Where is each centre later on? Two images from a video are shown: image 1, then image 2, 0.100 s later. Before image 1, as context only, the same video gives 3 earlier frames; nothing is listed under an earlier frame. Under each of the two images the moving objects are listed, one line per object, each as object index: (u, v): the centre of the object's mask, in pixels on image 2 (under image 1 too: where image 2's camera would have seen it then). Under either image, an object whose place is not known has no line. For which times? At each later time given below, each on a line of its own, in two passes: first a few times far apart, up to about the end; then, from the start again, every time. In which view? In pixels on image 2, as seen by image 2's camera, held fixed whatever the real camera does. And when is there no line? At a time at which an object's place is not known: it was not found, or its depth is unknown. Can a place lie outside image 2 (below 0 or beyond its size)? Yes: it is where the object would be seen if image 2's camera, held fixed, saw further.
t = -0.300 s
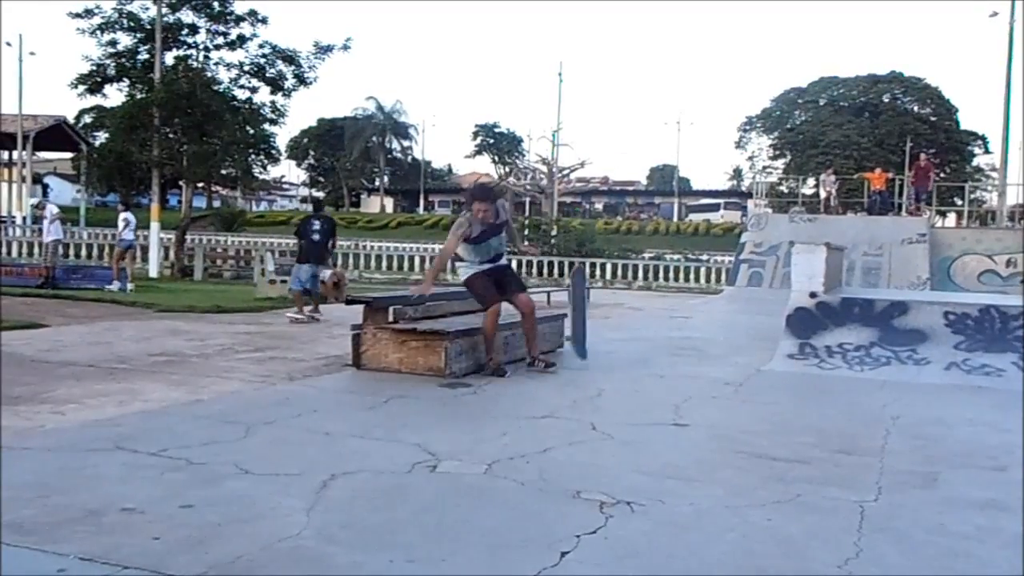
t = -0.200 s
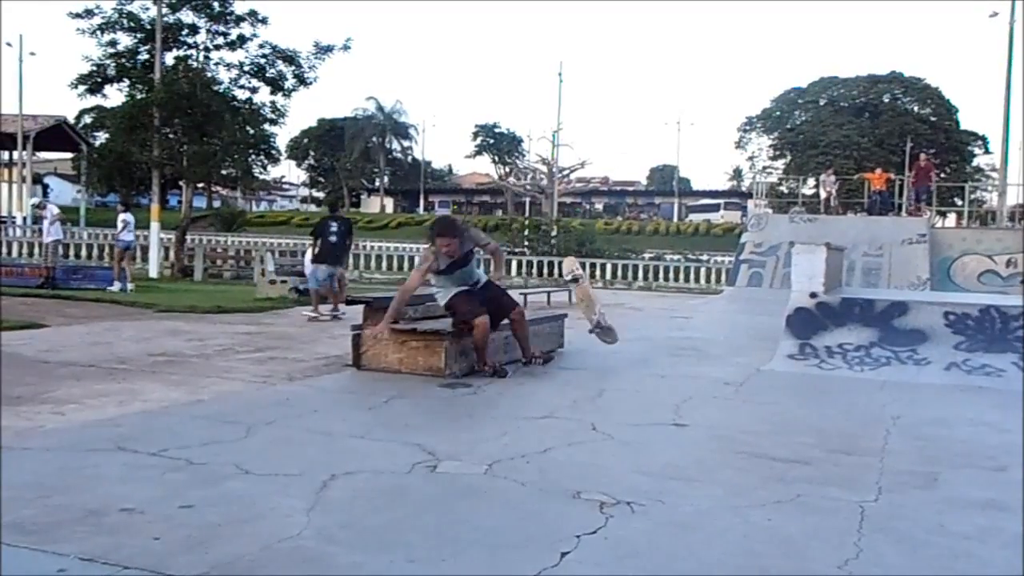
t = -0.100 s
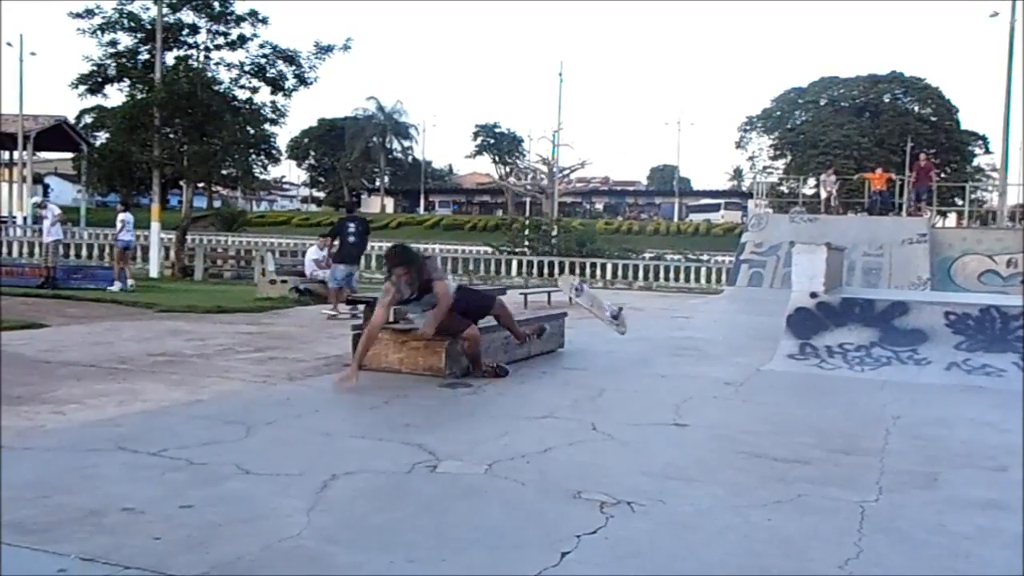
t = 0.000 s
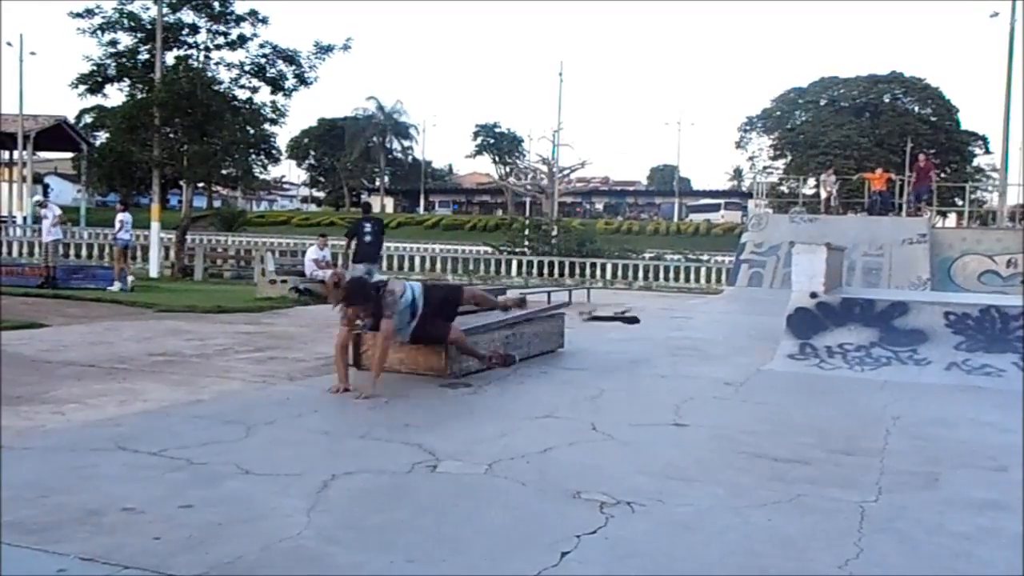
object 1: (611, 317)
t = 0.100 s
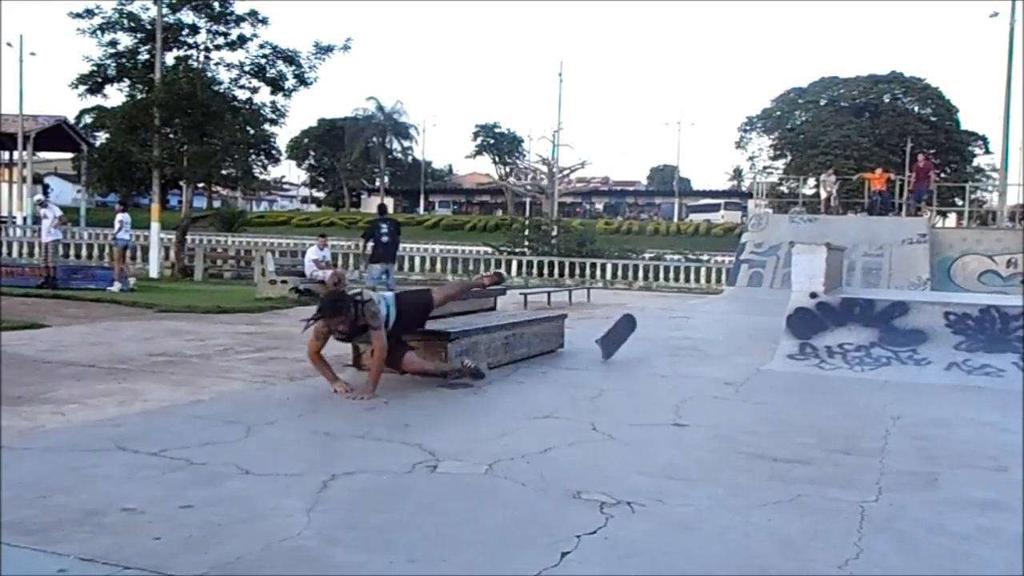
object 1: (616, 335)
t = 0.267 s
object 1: (625, 344)
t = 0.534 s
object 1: (640, 345)
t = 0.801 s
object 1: (658, 343)
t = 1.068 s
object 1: (676, 342)
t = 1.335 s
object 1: (693, 340)
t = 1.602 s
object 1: (709, 338)
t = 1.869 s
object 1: (725, 337)
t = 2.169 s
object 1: (741, 336)
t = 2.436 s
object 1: (754, 335)
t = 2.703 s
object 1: (762, 334)
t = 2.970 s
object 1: (767, 334)
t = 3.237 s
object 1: (768, 334)
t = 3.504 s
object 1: (767, 334)
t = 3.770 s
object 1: (767, 334)
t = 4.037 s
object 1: (768, 334)
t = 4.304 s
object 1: (768, 334)
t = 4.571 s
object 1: (768, 334)
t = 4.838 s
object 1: (767, 334)
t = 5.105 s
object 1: (767, 334)
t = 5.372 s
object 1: (767, 334)
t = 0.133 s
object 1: (617, 340)
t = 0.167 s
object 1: (617, 347)
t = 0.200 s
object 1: (619, 347)
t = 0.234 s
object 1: (622, 345)
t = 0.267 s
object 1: (625, 344)
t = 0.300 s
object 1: (627, 344)
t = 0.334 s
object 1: (629, 344)
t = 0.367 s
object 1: (631, 346)
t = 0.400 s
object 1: (633, 346)
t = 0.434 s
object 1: (635, 345)
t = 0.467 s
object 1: (636, 346)
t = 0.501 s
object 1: (638, 346)
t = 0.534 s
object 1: (640, 345)
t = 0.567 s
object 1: (642, 345)
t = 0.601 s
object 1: (645, 345)
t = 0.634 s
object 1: (647, 345)
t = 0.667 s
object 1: (649, 344)
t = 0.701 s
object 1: (652, 344)
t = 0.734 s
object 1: (654, 344)
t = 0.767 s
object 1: (656, 344)
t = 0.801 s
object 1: (658, 343)
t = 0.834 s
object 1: (660, 343)
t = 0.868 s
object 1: (662, 343)
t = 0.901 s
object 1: (665, 342)
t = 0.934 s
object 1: (667, 342)
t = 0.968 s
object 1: (669, 342)
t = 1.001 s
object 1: (671, 342)
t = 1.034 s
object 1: (673, 342)
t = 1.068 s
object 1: (676, 342)
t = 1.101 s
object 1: (678, 342)
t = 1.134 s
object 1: (680, 341)
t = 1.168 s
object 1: (683, 341)
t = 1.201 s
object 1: (685, 341)
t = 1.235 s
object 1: (687, 341)
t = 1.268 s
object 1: (688, 340)
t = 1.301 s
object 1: (691, 340)
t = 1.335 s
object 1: (693, 340)
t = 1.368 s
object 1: (694, 340)
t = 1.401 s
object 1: (696, 340)
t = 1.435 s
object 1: (699, 339)
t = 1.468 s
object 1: (701, 339)
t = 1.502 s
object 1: (703, 339)
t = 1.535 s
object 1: (705, 339)
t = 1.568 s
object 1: (707, 339)
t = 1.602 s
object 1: (709, 338)
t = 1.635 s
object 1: (711, 338)
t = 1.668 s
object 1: (712, 338)
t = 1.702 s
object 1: (715, 338)
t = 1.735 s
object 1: (717, 338)
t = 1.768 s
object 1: (719, 337)
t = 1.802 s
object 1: (720, 337)
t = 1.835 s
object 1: (723, 337)
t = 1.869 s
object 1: (725, 337)
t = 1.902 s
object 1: (726, 337)
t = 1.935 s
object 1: (728, 337)
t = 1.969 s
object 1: (730, 337)
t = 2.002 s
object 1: (732, 336)
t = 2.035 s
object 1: (734, 336)
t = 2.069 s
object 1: (735, 336)
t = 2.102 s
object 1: (738, 336)
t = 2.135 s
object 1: (739, 336)
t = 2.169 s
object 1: (741, 336)
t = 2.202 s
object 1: (743, 336)
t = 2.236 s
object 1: (744, 336)
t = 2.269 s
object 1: (746, 336)
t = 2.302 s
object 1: (748, 335)
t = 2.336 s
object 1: (749, 335)
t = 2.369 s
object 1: (751, 335)
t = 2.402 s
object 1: (753, 335)
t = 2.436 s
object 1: (754, 335)
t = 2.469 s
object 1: (756, 335)
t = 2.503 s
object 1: (757, 335)
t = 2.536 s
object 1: (759, 334)
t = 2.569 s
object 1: (760, 334)
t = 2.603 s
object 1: (761, 334)
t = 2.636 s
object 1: (761, 334)
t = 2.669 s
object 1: (762, 334)
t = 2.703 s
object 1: (762, 334)
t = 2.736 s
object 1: (763, 335)
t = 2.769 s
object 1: (764, 334)
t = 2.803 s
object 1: (764, 334)
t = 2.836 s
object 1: (765, 334)
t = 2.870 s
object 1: (765, 334)
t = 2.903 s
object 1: (765, 334)
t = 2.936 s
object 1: (766, 334)
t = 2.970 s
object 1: (767, 334)
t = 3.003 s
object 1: (767, 334)
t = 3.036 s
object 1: (767, 334)
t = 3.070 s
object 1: (766, 333)
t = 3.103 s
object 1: (768, 334)
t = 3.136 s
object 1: (768, 334)
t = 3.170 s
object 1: (768, 334)
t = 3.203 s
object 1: (768, 334)
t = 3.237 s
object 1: (768, 334)
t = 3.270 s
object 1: (767, 334)
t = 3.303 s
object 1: (768, 334)
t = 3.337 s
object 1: (767, 334)
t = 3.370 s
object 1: (767, 334)
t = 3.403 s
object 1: (767, 334)
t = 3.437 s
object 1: (767, 334)
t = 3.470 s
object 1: (767, 333)
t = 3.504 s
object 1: (767, 334)
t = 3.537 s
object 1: (767, 334)
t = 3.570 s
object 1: (768, 334)
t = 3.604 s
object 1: (767, 334)
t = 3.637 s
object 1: (767, 334)
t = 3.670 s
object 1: (768, 334)
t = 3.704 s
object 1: (768, 334)
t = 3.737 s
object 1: (768, 333)
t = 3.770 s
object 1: (767, 334)
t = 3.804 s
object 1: (768, 334)
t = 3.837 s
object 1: (767, 334)
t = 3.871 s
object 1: (767, 334)
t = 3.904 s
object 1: (768, 334)
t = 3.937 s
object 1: (767, 334)
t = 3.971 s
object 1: (768, 334)
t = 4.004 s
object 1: (768, 334)
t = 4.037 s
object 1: (768, 334)
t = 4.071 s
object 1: (768, 334)
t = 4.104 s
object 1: (768, 334)
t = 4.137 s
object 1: (768, 334)
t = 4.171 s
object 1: (768, 334)
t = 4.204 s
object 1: (768, 334)
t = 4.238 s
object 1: (768, 334)
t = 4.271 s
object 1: (768, 334)
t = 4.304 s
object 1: (768, 334)
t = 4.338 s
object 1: (768, 334)
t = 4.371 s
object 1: (768, 334)
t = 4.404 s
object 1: (768, 334)
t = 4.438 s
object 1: (767, 334)
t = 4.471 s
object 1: (768, 334)
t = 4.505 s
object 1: (767, 333)
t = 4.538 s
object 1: (767, 334)
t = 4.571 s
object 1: (768, 334)
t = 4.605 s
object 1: (767, 334)
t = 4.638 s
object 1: (767, 334)
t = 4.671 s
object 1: (767, 334)
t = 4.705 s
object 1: (767, 334)
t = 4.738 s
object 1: (767, 334)
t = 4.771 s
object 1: (767, 334)
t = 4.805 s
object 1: (767, 334)
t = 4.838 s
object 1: (767, 334)
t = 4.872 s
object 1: (767, 334)
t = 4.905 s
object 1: (767, 334)
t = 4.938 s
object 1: (767, 334)
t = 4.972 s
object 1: (767, 334)
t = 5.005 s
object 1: (767, 334)
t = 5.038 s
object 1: (767, 334)
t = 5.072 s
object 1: (767, 334)
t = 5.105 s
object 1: (767, 334)
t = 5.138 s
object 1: (767, 334)
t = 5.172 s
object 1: (767, 334)
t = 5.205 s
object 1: (767, 334)
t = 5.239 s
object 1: (767, 334)
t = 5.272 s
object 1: (768, 334)
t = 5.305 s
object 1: (767, 334)
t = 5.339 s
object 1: (767, 334)
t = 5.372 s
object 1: (767, 334)
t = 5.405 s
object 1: (767, 334)
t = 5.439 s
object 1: (767, 334)
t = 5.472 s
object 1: (767, 334)
